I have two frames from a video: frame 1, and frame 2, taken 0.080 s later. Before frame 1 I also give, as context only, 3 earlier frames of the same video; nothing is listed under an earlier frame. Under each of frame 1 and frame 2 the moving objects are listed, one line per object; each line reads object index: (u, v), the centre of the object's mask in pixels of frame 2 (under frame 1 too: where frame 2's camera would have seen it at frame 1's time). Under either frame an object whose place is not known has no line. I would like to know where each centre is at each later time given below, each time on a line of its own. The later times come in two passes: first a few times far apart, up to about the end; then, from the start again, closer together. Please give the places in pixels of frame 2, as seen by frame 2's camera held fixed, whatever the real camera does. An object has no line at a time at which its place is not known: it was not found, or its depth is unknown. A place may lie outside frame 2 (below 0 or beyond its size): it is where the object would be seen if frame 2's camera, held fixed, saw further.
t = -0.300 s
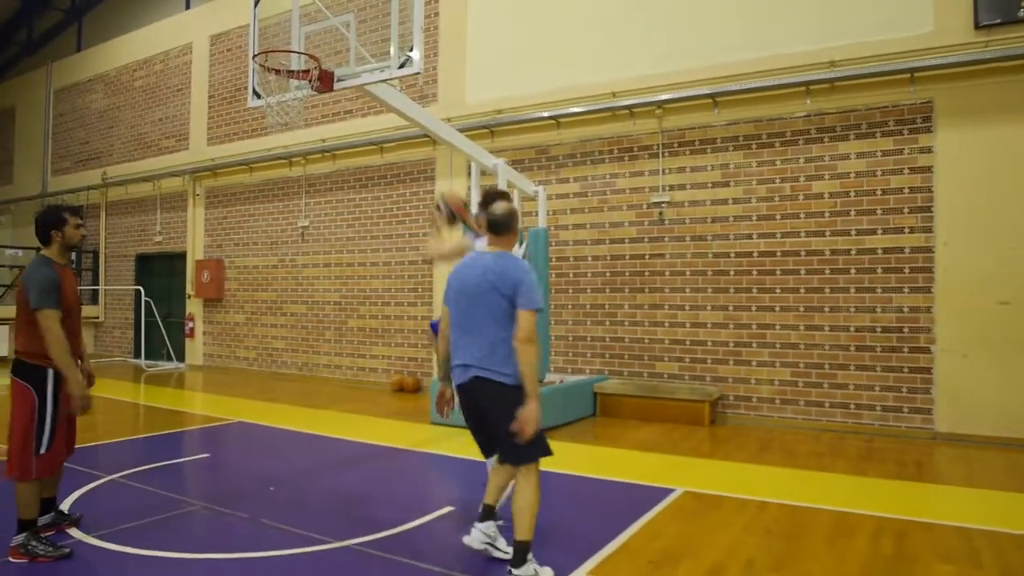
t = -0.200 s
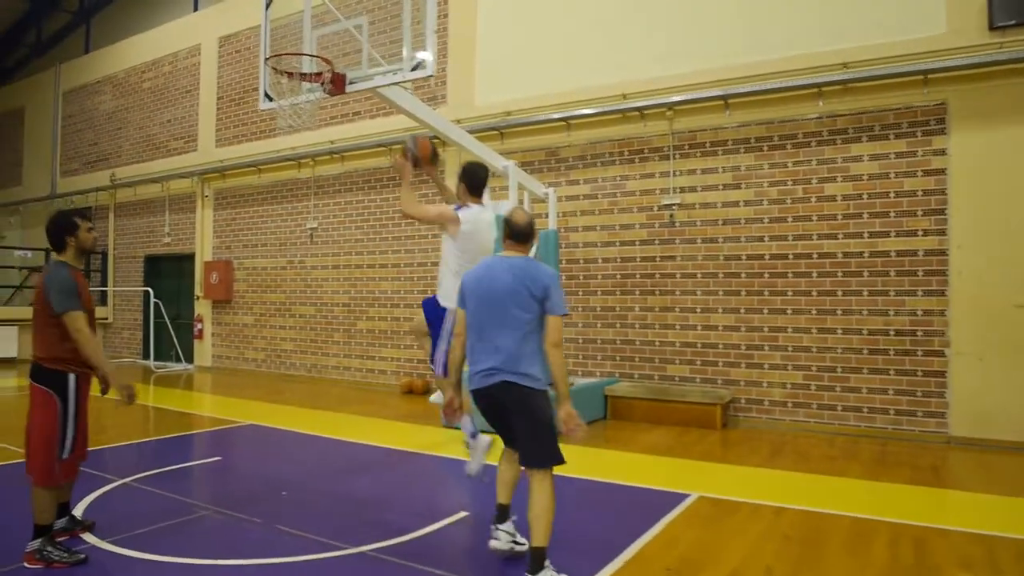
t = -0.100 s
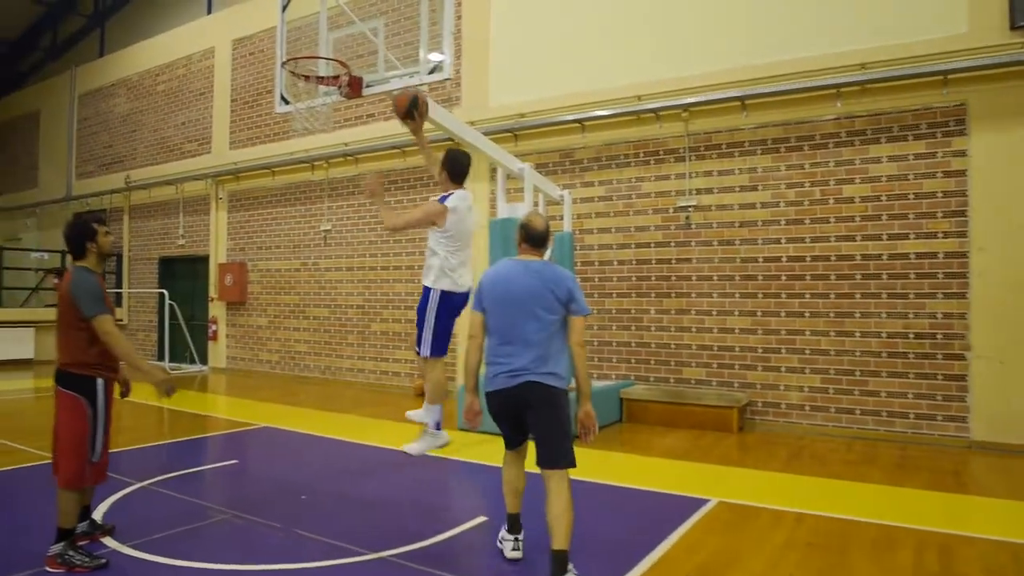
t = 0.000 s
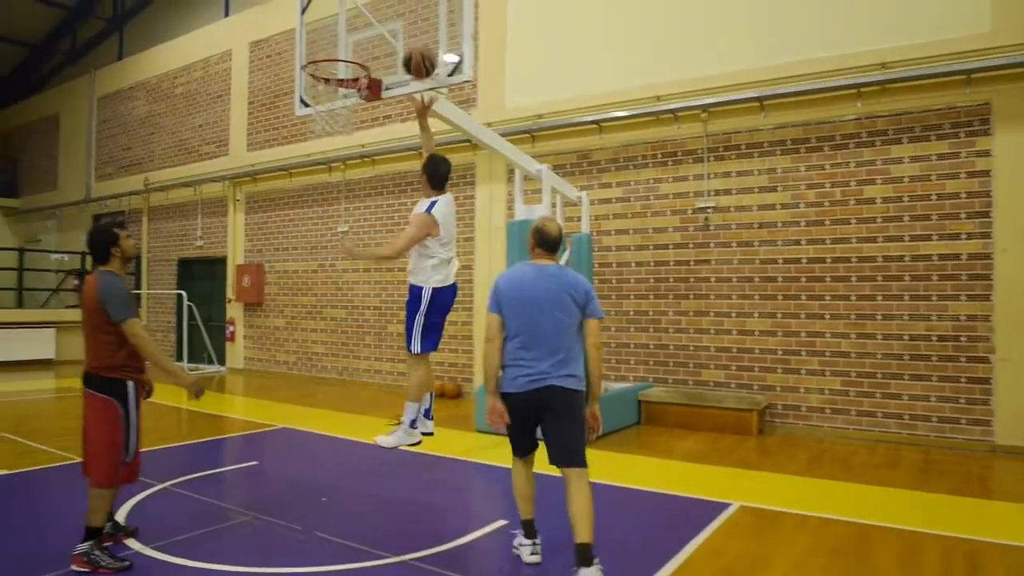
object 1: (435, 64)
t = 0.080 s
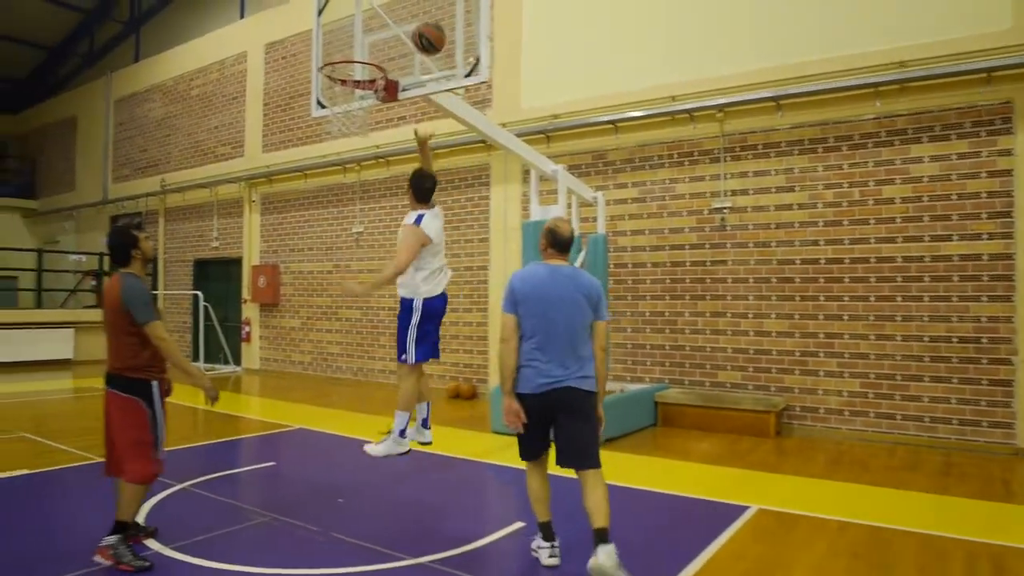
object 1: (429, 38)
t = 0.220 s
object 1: (407, 19)
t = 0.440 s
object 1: (363, 42)
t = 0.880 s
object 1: (363, 167)
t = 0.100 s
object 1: (427, 34)
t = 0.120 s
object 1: (425, 30)
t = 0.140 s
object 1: (423, 26)
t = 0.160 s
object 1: (419, 24)
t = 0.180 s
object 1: (415, 21)
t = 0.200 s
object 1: (411, 20)
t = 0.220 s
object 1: (407, 19)
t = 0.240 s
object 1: (403, 18)
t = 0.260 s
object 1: (399, 18)
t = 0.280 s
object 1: (395, 18)
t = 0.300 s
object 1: (391, 20)
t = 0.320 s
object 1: (387, 21)
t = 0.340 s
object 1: (383, 24)
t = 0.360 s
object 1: (379, 26)
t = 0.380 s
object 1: (375, 28)
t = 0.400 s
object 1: (371, 32)
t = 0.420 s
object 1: (367, 36)
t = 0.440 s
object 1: (363, 42)
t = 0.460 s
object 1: (359, 46)
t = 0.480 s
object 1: (355, 52)
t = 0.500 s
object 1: (351, 59)
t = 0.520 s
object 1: (346, 69)
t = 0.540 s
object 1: (343, 76)
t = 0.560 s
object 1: (340, 82)
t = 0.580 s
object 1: (338, 87)
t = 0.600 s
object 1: (337, 93)
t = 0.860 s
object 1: (359, 159)
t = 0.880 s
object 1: (363, 167)
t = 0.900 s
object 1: (364, 176)
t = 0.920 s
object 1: (367, 184)
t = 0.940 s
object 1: (370, 195)
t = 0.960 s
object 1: (372, 206)
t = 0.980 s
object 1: (374, 215)
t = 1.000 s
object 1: (376, 229)
